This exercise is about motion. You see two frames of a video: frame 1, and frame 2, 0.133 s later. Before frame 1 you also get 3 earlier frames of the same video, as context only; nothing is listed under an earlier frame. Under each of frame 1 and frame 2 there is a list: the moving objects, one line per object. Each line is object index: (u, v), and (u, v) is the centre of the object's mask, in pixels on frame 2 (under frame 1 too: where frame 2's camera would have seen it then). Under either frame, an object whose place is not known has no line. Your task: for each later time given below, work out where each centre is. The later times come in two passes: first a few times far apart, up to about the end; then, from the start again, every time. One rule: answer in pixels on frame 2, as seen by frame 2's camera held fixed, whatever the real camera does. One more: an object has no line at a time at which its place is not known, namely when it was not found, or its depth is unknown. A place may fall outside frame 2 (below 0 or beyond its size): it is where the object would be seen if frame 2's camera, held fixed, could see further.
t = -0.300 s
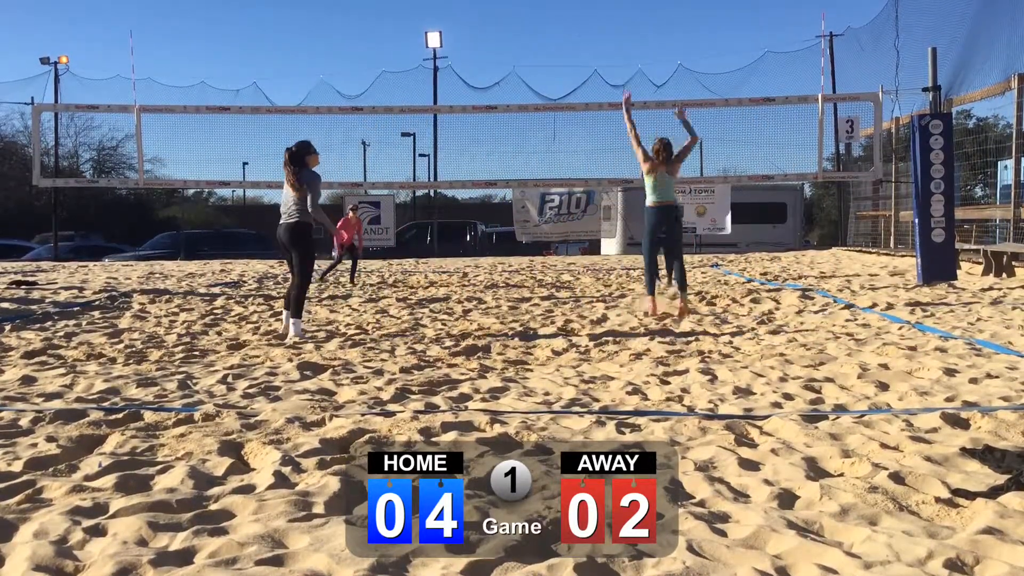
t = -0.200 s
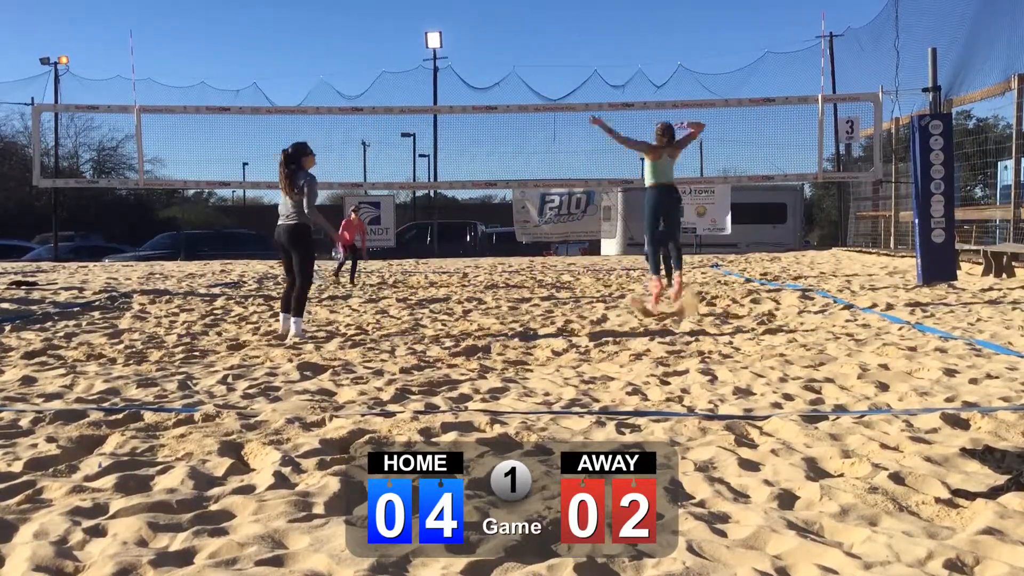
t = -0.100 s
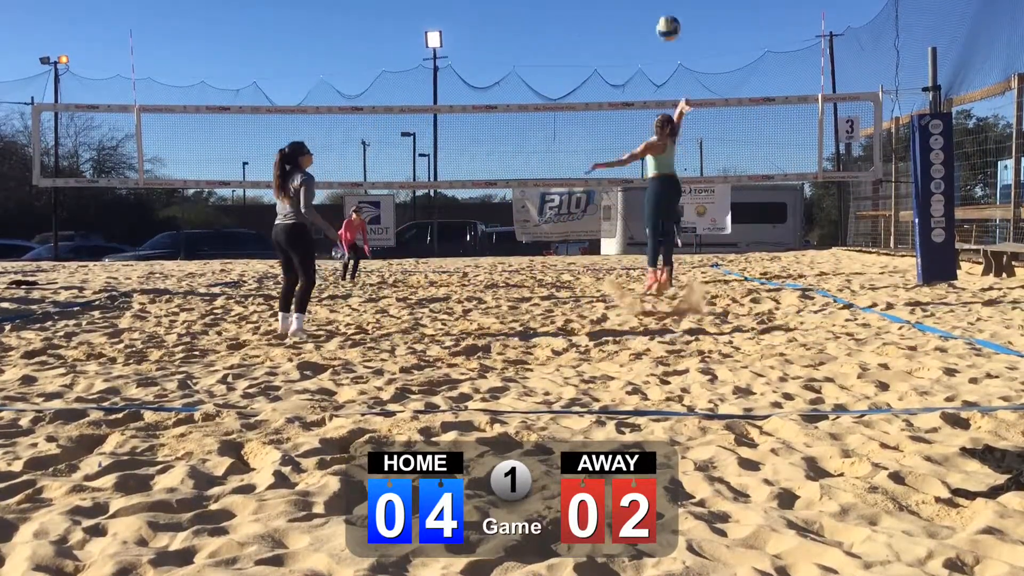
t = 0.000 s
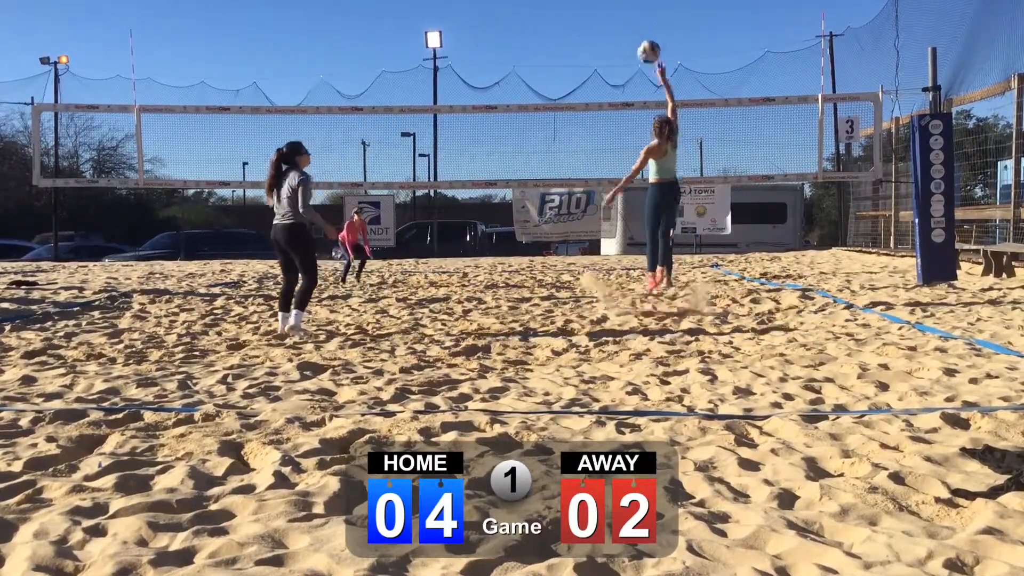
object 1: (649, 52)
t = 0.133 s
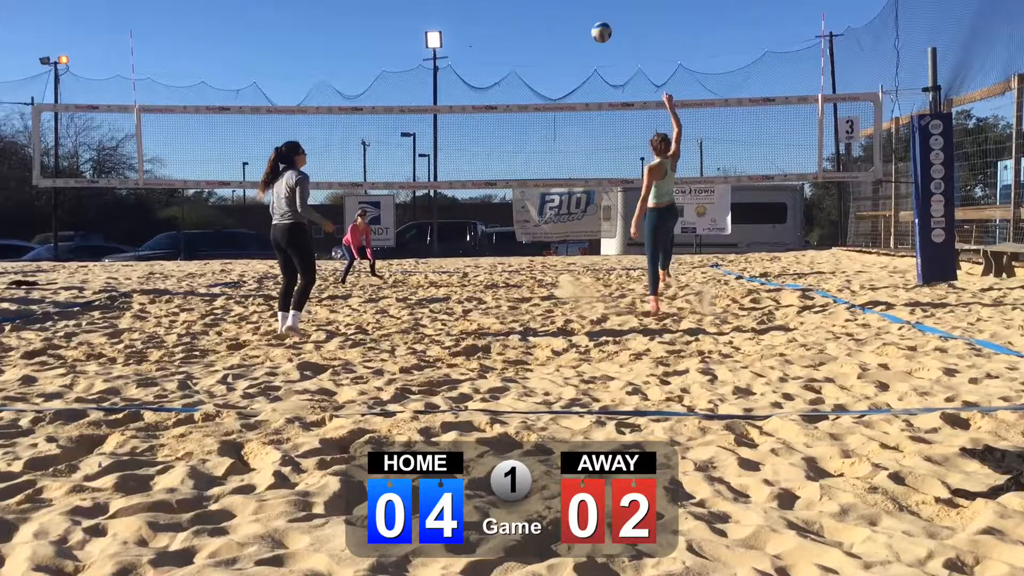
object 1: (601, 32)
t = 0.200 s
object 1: (581, 31)
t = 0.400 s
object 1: (531, 50)
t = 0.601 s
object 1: (493, 94)
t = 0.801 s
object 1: (465, 155)
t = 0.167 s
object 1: (591, 31)
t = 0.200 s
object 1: (581, 31)
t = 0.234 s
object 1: (571, 32)
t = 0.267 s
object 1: (563, 34)
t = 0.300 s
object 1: (554, 36)
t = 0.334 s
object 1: (546, 40)
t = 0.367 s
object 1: (538, 44)
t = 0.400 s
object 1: (531, 50)
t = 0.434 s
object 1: (524, 56)
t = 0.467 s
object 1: (518, 62)
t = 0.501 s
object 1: (511, 69)
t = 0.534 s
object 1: (505, 76)
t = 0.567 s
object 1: (499, 85)
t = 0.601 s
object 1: (493, 94)
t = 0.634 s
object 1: (488, 101)
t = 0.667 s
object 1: (484, 115)
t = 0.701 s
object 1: (478, 123)
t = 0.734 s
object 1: (473, 134)
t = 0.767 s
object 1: (469, 144)
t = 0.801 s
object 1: (465, 155)
